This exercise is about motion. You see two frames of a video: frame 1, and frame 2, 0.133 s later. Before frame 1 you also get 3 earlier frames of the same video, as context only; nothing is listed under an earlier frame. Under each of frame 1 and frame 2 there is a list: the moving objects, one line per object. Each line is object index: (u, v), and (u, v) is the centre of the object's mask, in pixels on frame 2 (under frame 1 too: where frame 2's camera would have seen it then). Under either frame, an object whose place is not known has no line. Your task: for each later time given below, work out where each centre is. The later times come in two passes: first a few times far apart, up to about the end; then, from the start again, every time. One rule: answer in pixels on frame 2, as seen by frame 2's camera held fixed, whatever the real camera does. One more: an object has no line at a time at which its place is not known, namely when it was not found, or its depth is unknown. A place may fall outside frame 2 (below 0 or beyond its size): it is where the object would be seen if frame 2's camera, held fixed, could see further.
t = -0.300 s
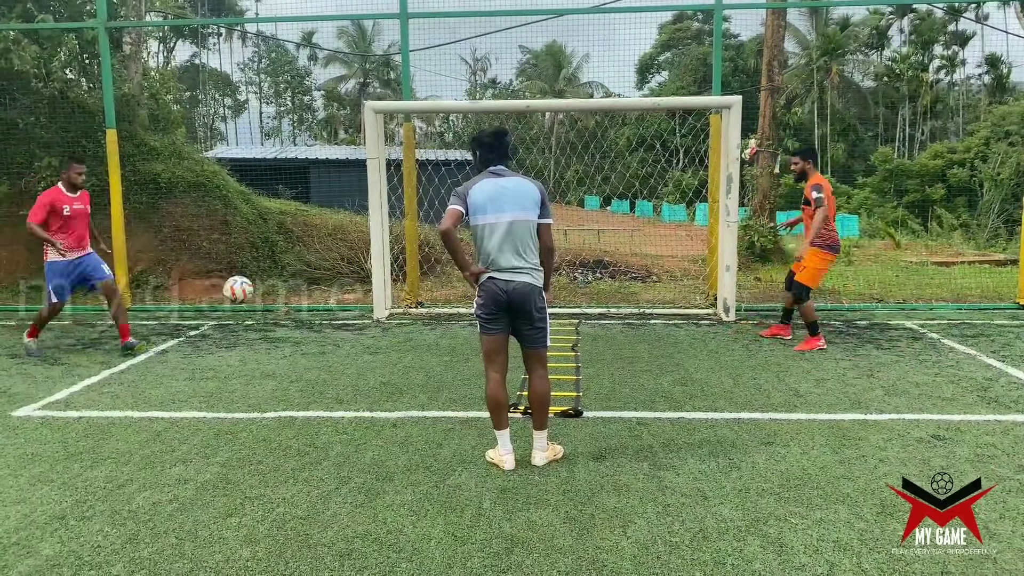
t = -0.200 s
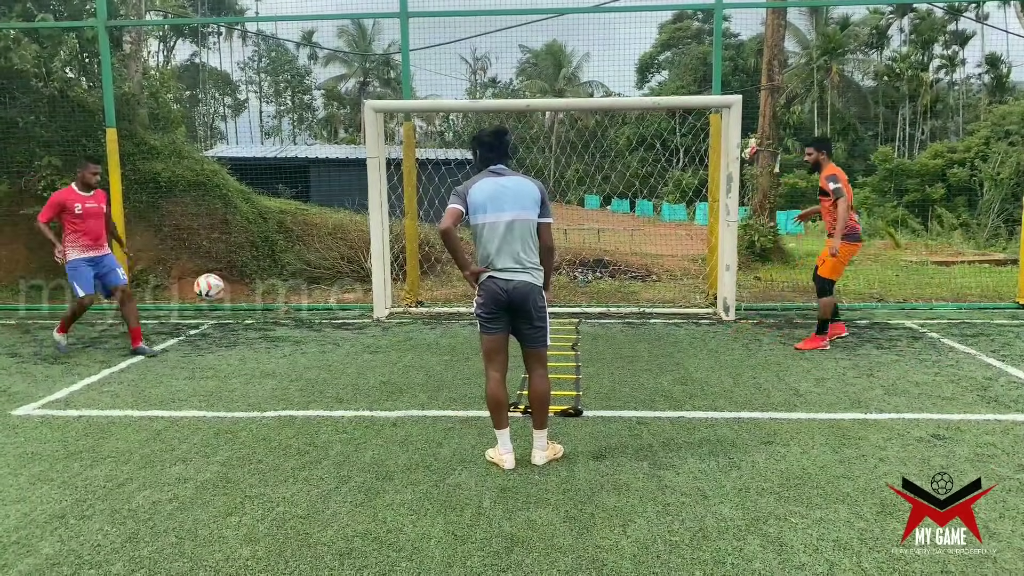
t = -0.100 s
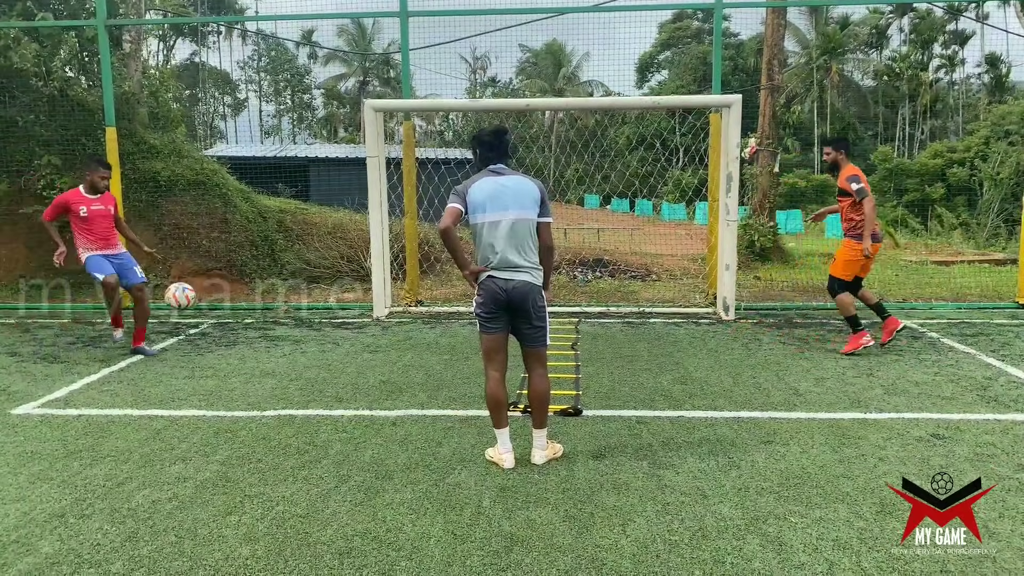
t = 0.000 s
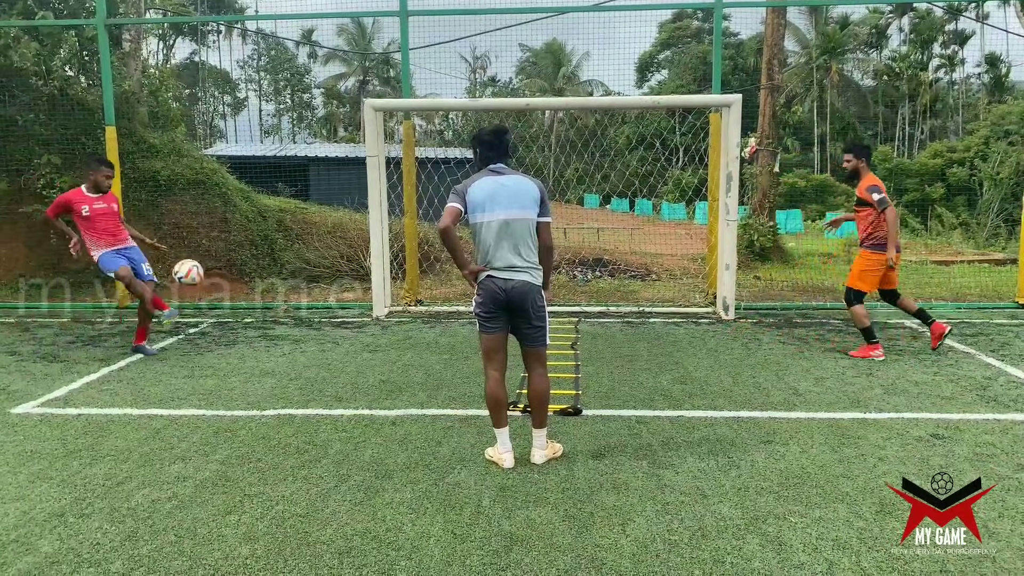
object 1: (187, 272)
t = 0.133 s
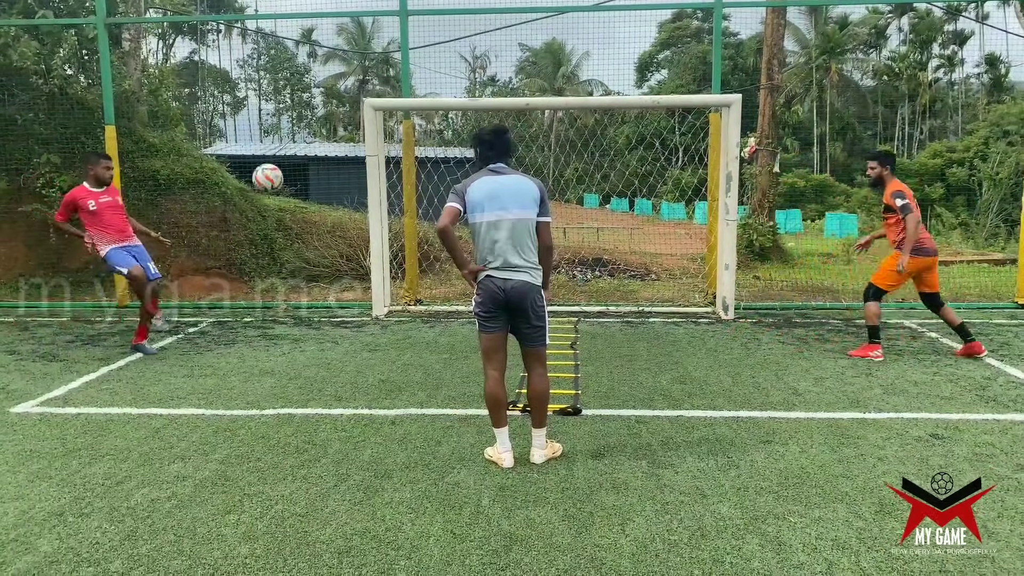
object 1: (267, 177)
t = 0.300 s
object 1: (370, 87)
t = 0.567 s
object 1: (538, 17)
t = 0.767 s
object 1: (666, 29)
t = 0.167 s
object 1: (288, 158)
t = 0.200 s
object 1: (309, 138)
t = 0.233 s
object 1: (330, 119)
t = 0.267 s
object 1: (349, 102)
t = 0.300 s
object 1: (370, 87)
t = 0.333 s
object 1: (391, 73)
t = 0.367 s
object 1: (412, 61)
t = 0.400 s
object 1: (432, 51)
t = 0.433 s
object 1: (454, 42)
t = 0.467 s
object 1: (474, 34)
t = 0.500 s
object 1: (496, 26)
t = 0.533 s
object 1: (517, 22)
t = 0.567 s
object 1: (538, 17)
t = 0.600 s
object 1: (559, 15)
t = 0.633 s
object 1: (580, 15)
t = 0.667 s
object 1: (602, 16)
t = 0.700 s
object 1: (623, 20)
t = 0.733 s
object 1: (644, 25)
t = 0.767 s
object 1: (666, 29)
